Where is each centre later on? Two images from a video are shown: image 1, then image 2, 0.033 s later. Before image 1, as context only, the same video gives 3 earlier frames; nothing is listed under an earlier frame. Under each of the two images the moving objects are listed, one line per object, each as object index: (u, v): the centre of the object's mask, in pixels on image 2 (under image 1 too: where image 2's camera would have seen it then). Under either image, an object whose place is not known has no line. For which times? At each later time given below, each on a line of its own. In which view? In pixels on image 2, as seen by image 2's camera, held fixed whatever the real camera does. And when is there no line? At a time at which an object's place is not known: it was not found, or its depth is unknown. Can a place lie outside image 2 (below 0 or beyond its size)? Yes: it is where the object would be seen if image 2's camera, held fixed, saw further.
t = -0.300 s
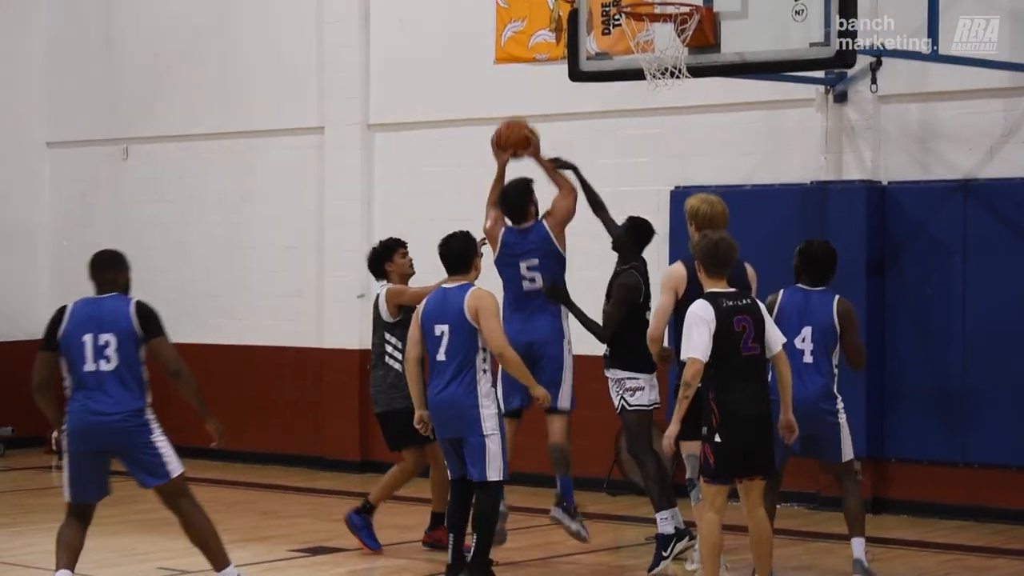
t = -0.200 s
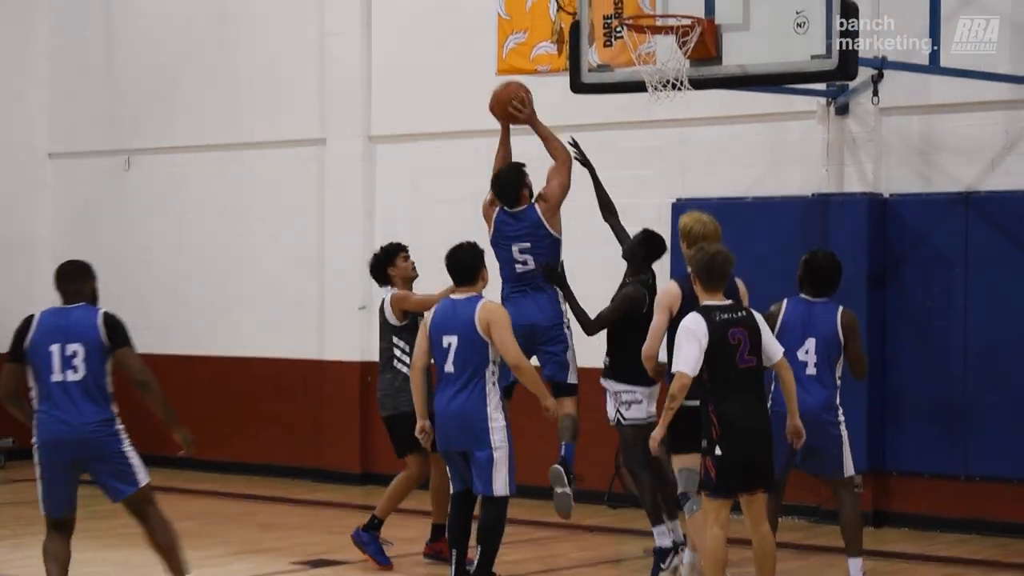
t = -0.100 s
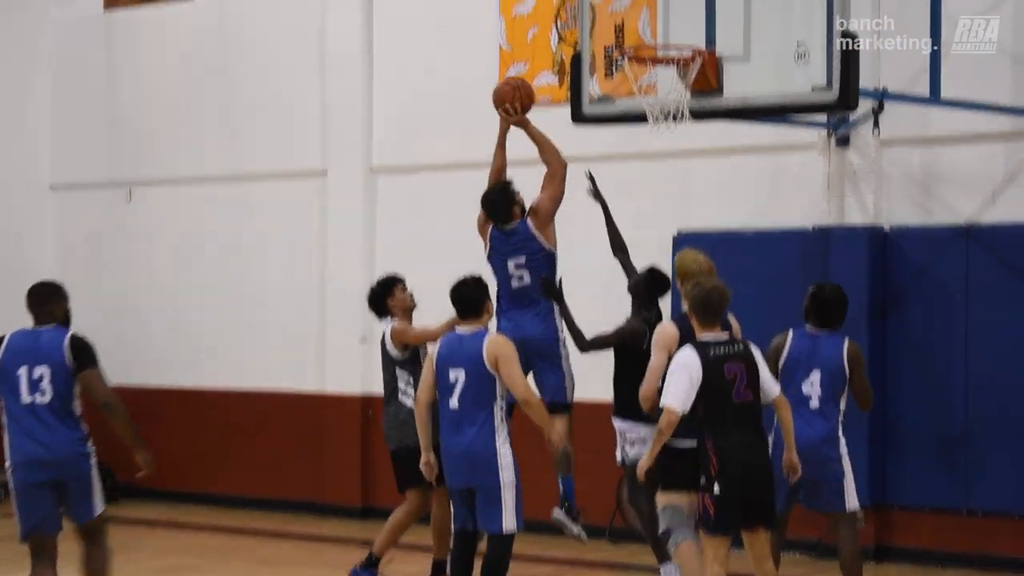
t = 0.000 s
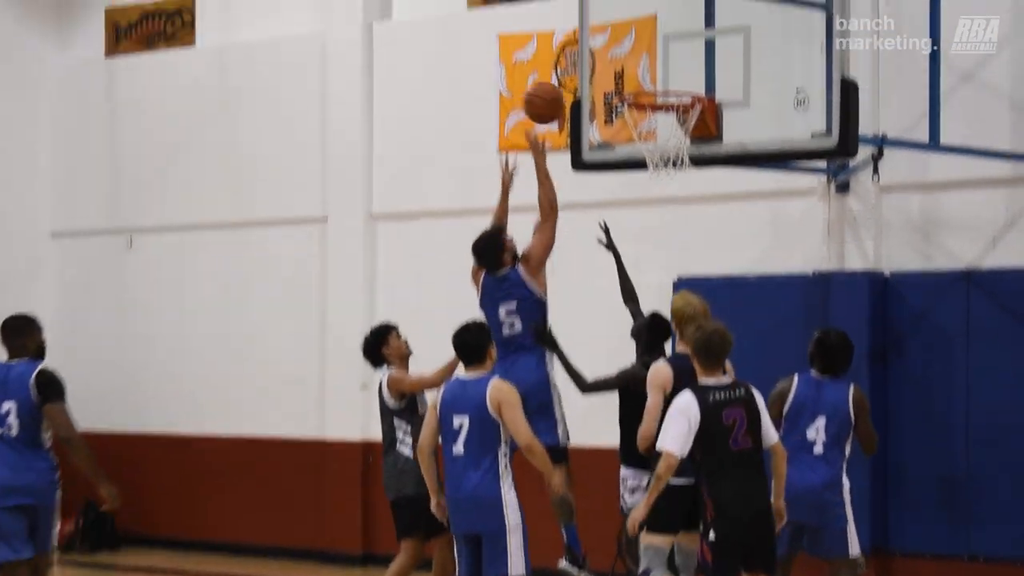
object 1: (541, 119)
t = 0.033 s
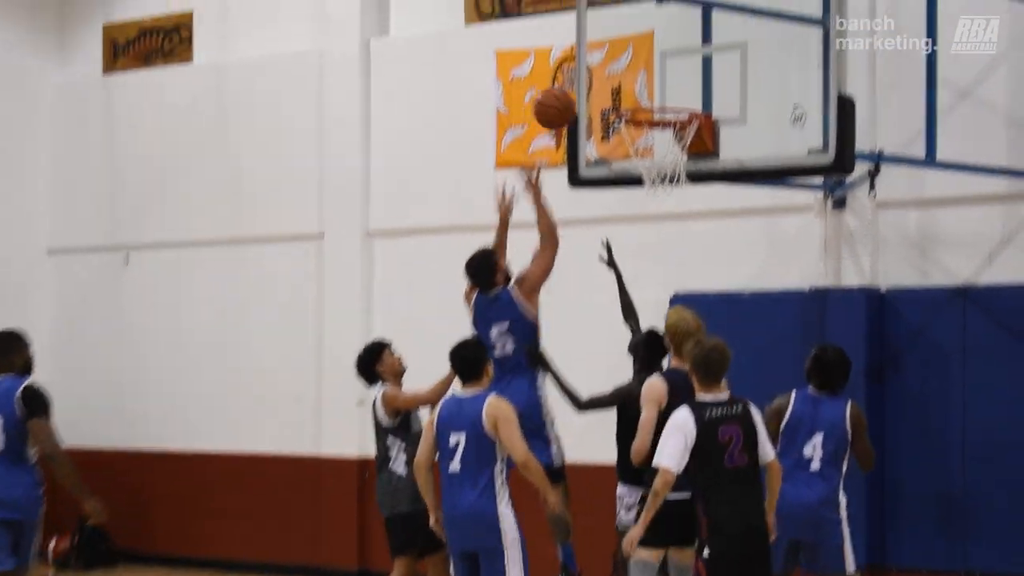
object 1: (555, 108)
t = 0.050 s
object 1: (560, 104)
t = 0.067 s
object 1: (567, 99)
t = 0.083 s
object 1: (573, 95)
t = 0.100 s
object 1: (580, 92)
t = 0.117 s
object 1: (587, 89)
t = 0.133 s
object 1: (594, 88)
